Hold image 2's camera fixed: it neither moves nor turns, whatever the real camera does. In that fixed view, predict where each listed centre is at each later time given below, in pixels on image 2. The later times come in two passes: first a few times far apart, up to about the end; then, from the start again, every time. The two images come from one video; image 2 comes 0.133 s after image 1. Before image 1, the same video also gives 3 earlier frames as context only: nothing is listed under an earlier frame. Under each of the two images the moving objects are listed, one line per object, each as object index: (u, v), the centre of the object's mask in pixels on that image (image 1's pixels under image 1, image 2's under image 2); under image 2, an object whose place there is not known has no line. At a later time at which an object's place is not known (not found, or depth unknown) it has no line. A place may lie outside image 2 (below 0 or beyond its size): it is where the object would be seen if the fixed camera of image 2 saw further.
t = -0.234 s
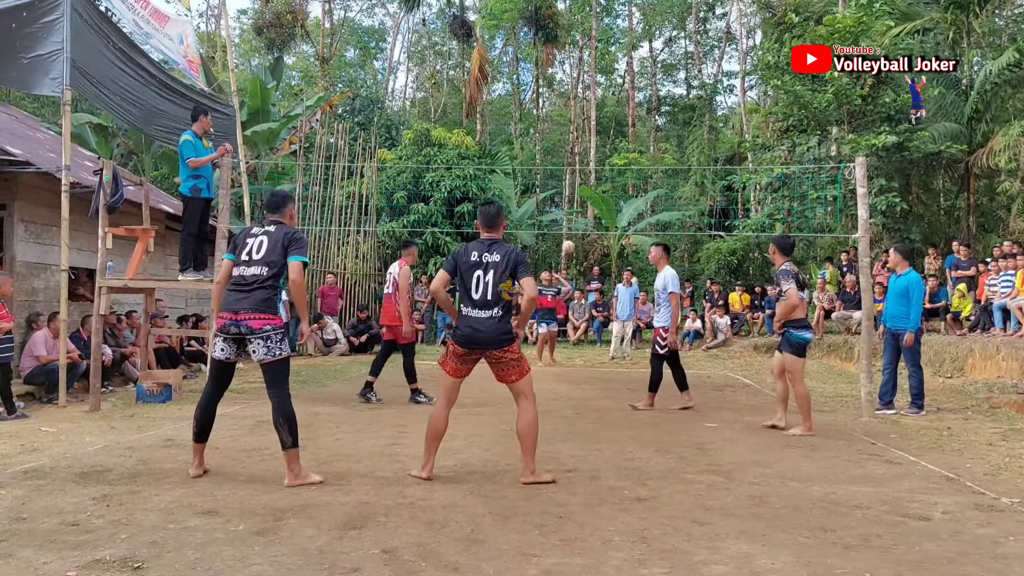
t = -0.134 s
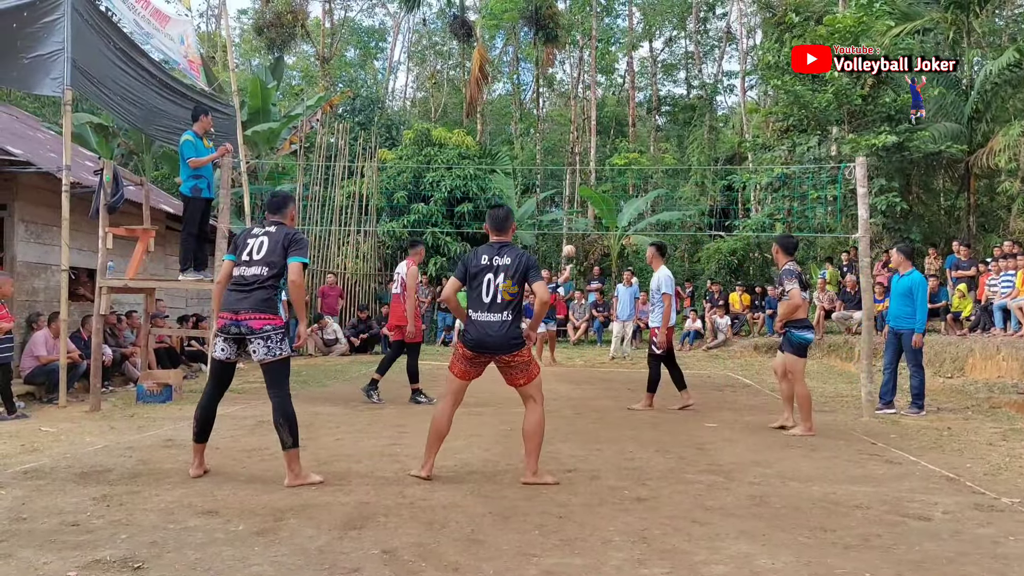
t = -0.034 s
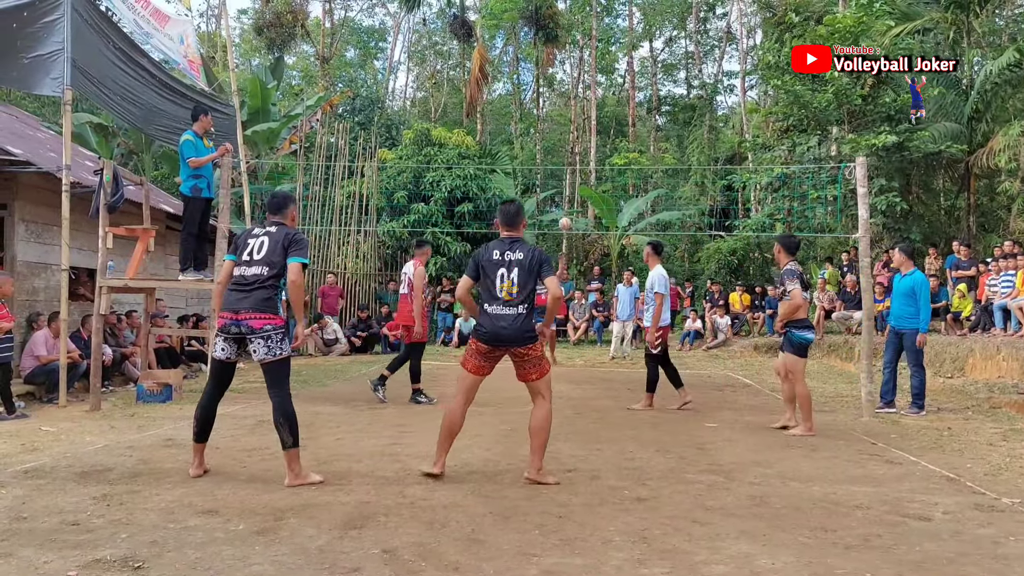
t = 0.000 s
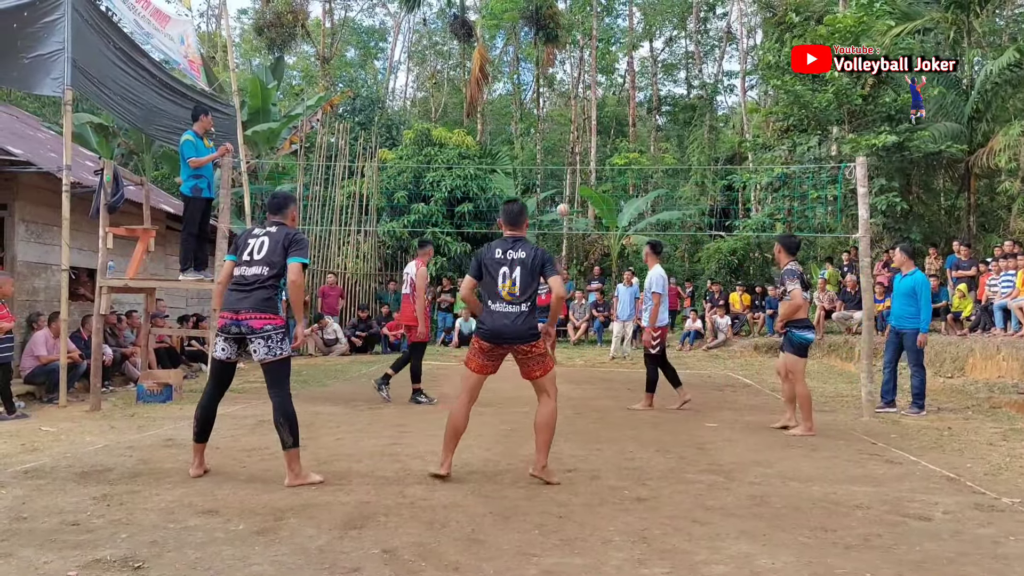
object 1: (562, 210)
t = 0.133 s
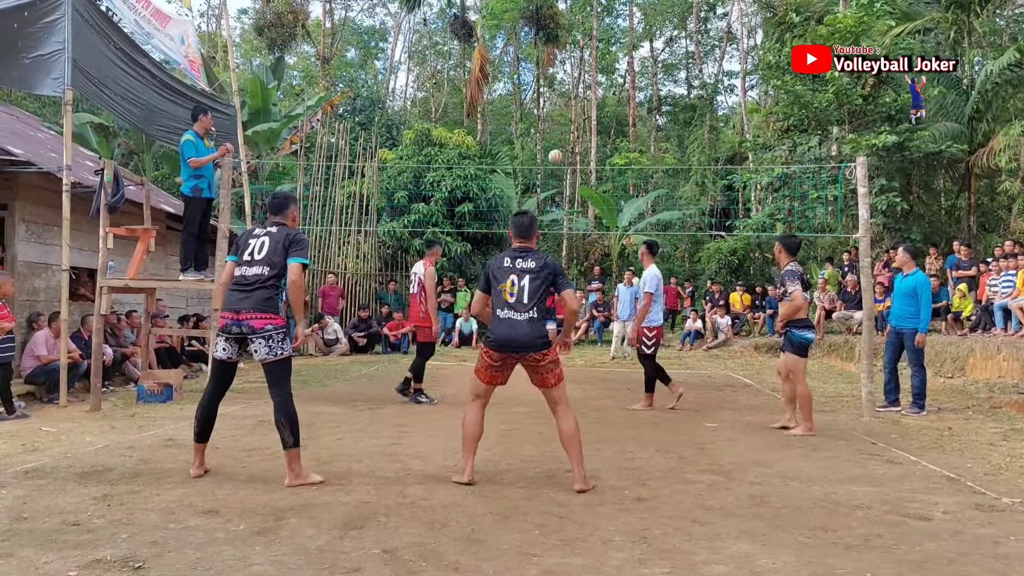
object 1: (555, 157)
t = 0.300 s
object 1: (543, 95)
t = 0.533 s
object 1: (518, 31)
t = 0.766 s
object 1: (480, 9)
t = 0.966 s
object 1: (429, 39)
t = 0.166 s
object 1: (553, 144)
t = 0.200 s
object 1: (551, 130)
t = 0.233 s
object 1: (548, 118)
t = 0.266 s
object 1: (545, 106)
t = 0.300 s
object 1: (543, 95)
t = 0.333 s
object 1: (540, 84)
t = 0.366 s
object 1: (537, 74)
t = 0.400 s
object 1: (534, 63)
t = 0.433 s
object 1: (529, 55)
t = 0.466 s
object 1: (526, 46)
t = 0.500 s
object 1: (521, 38)
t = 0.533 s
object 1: (518, 31)
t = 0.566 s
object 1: (513, 25)
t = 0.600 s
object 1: (508, 19)
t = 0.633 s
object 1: (504, 16)
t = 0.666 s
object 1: (498, 12)
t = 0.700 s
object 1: (492, 10)
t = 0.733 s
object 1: (486, 9)
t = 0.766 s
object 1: (480, 9)
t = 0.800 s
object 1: (472, 10)
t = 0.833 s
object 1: (465, 13)
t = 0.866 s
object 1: (456, 17)
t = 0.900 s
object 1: (447, 22)
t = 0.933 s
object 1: (438, 30)
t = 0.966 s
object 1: (429, 39)
